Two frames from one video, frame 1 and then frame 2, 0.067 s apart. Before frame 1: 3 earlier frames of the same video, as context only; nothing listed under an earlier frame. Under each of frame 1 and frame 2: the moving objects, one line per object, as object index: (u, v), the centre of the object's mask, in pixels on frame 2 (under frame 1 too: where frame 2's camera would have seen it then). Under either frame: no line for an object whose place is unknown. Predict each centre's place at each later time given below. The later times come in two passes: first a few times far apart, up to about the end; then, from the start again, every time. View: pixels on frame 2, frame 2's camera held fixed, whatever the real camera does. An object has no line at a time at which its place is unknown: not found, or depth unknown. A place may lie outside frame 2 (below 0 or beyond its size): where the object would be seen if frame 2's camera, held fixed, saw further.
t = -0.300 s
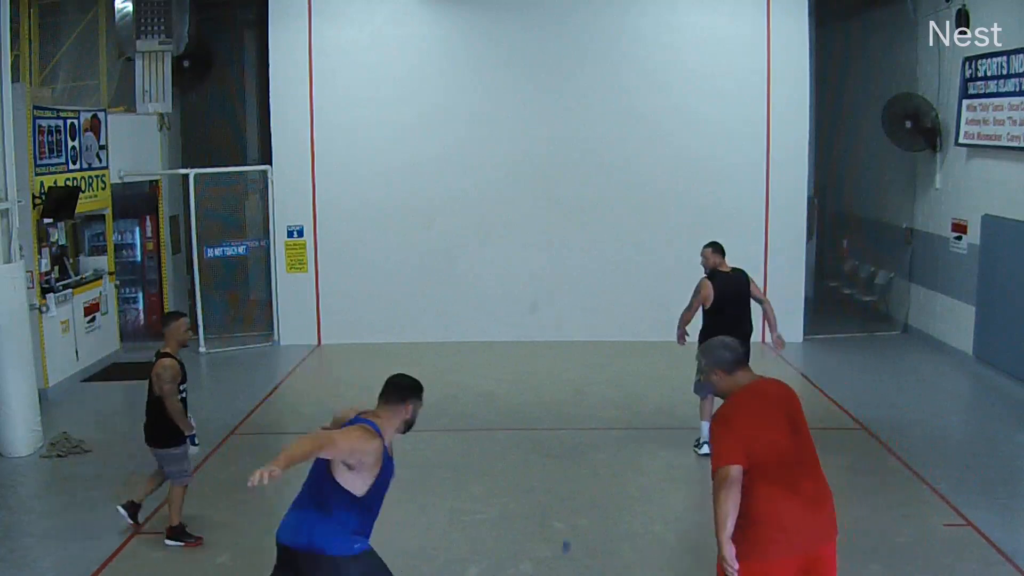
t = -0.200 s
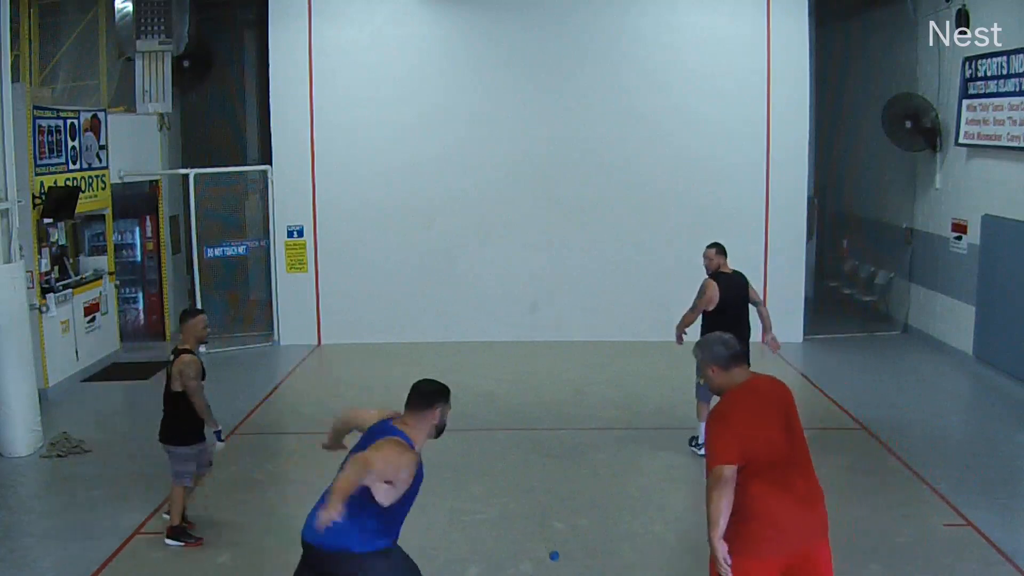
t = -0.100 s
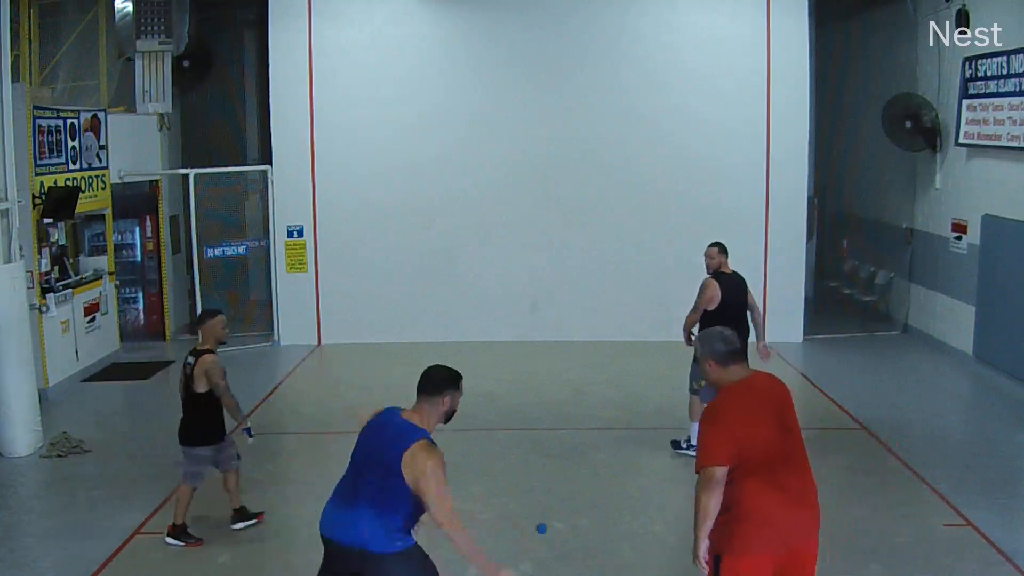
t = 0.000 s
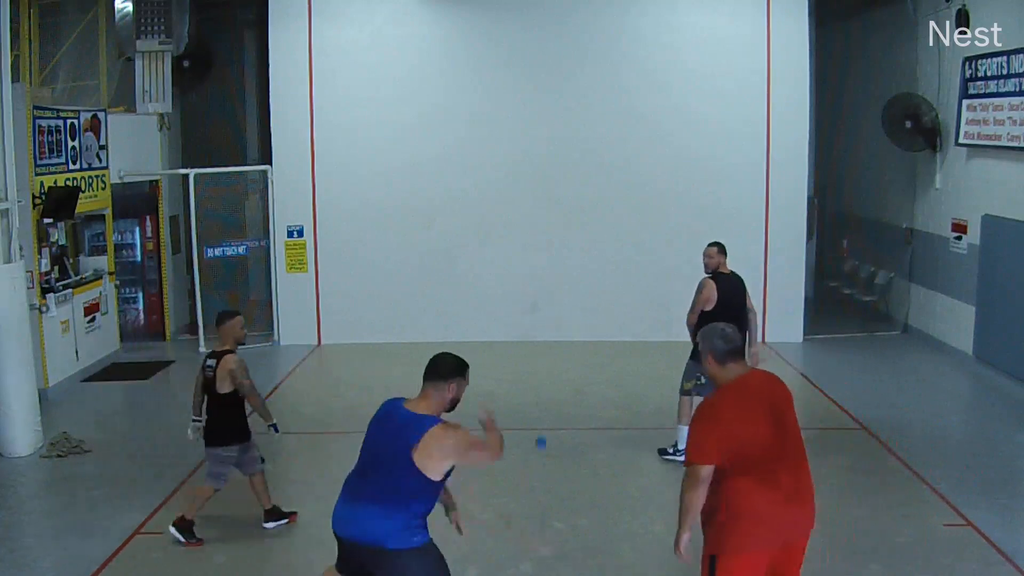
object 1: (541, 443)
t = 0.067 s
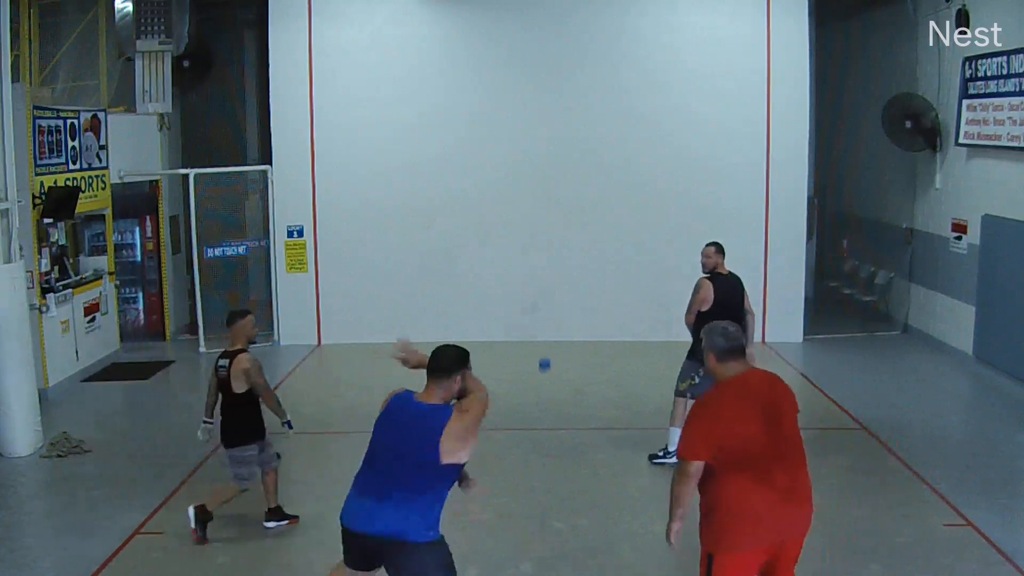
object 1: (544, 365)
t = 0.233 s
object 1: (555, 199)
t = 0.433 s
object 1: (569, 68)
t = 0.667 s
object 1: (588, 30)
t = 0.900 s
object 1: (611, 140)
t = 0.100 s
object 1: (546, 328)
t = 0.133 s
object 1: (549, 292)
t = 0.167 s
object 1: (551, 259)
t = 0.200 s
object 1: (553, 228)
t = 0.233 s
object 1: (555, 199)
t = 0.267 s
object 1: (558, 171)
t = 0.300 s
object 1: (560, 146)
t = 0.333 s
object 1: (562, 123)
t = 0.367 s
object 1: (564, 103)
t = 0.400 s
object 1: (567, 84)
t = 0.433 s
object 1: (569, 68)
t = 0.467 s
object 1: (572, 55)
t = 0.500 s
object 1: (575, 44)
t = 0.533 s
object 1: (577, 36)
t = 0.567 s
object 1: (580, 30)
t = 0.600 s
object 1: (583, 27)
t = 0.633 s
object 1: (586, 27)
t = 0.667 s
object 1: (588, 30)
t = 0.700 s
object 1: (592, 35)
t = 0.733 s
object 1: (595, 44)
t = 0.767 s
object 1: (598, 57)
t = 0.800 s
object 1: (601, 72)
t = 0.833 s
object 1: (604, 91)
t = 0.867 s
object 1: (608, 114)
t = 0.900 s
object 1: (611, 140)
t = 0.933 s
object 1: (615, 171)
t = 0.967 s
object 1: (618, 205)
